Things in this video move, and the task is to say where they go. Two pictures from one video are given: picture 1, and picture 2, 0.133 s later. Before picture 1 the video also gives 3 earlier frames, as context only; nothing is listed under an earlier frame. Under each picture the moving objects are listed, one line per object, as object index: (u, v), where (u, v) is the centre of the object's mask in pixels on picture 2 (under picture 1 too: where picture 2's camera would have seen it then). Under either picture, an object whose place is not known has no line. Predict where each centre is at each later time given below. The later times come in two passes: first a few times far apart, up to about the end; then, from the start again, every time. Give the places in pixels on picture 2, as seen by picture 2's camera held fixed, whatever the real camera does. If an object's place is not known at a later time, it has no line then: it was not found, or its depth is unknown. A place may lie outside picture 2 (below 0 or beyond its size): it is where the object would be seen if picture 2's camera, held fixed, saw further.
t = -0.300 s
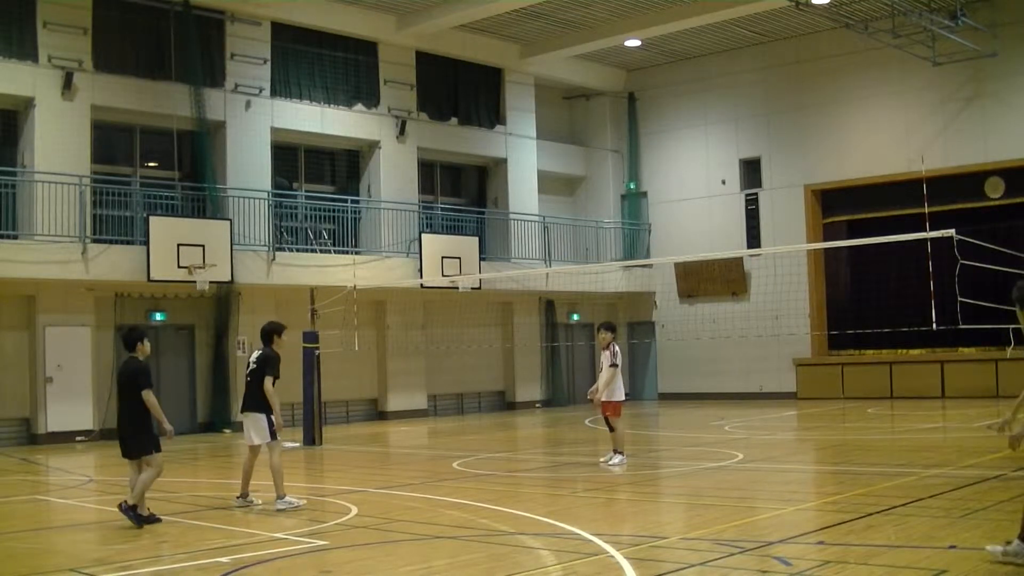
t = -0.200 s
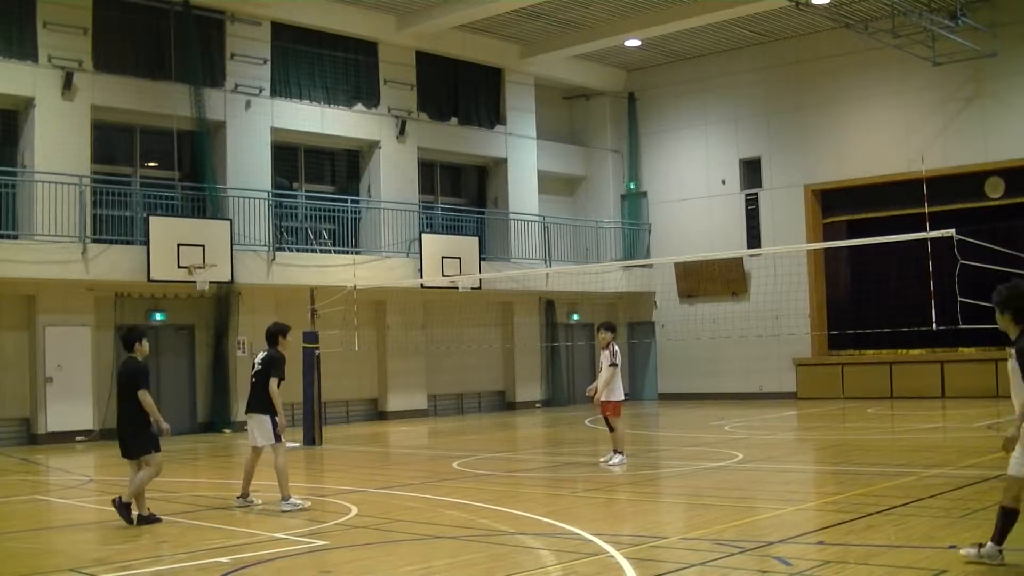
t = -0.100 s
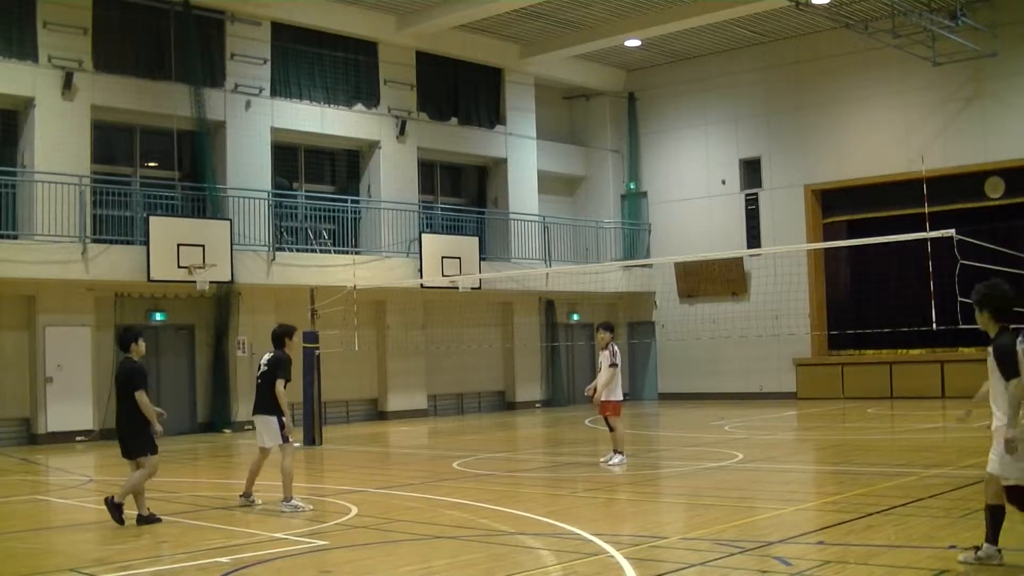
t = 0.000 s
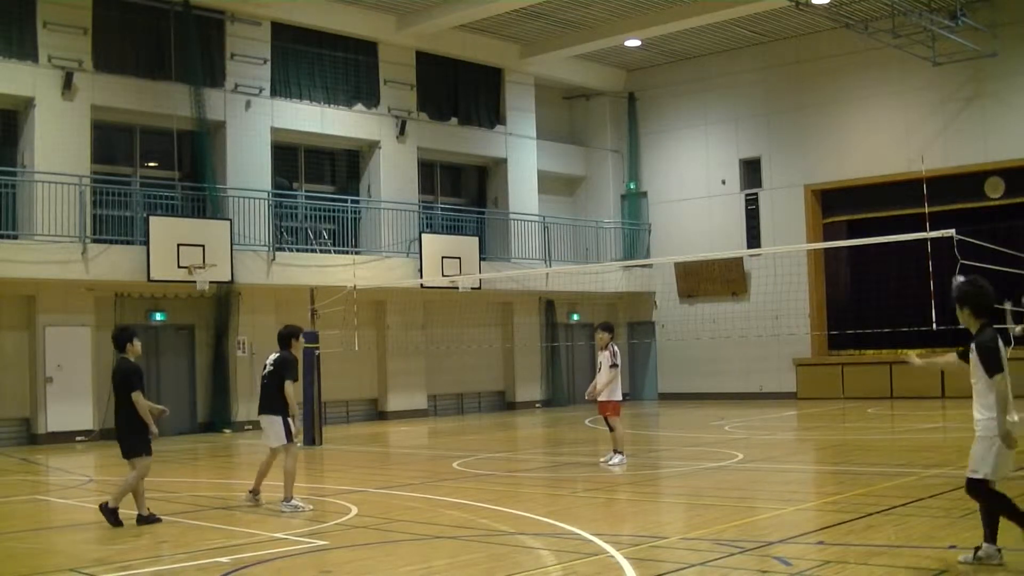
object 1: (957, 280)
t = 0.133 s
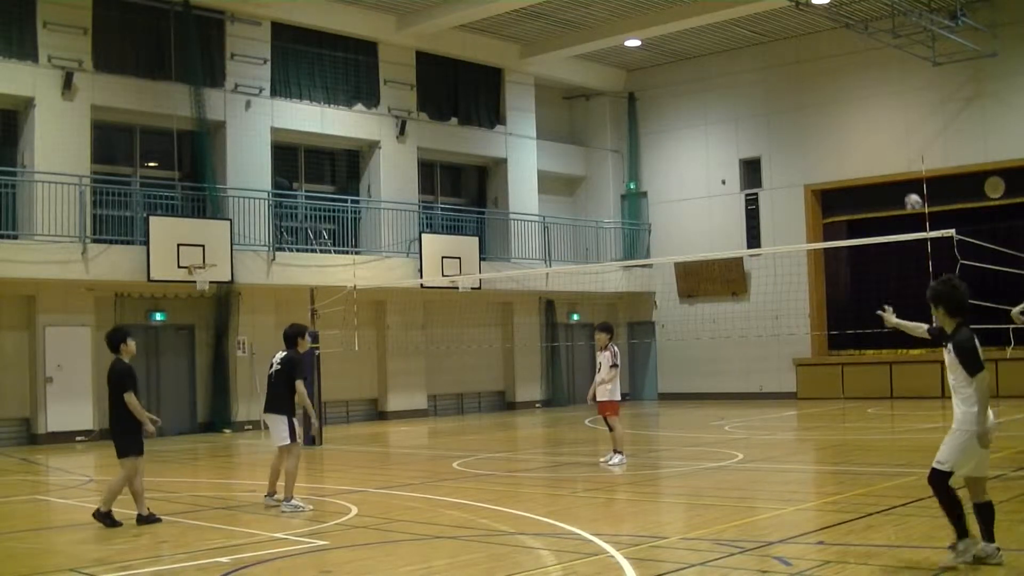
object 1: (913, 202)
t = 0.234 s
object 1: (878, 151)
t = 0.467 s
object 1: (799, 57)
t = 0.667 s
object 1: (732, 11)
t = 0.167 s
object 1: (902, 186)
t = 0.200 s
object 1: (891, 168)
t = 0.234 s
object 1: (878, 151)
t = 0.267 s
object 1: (868, 135)
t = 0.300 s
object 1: (857, 120)
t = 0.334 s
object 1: (844, 103)
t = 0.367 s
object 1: (833, 91)
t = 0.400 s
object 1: (822, 79)
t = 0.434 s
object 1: (810, 68)
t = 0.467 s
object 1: (799, 57)
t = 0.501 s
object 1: (788, 48)
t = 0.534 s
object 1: (777, 39)
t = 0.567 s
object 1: (766, 31)
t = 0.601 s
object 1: (755, 24)
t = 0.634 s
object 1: (744, 19)
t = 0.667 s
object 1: (732, 11)
